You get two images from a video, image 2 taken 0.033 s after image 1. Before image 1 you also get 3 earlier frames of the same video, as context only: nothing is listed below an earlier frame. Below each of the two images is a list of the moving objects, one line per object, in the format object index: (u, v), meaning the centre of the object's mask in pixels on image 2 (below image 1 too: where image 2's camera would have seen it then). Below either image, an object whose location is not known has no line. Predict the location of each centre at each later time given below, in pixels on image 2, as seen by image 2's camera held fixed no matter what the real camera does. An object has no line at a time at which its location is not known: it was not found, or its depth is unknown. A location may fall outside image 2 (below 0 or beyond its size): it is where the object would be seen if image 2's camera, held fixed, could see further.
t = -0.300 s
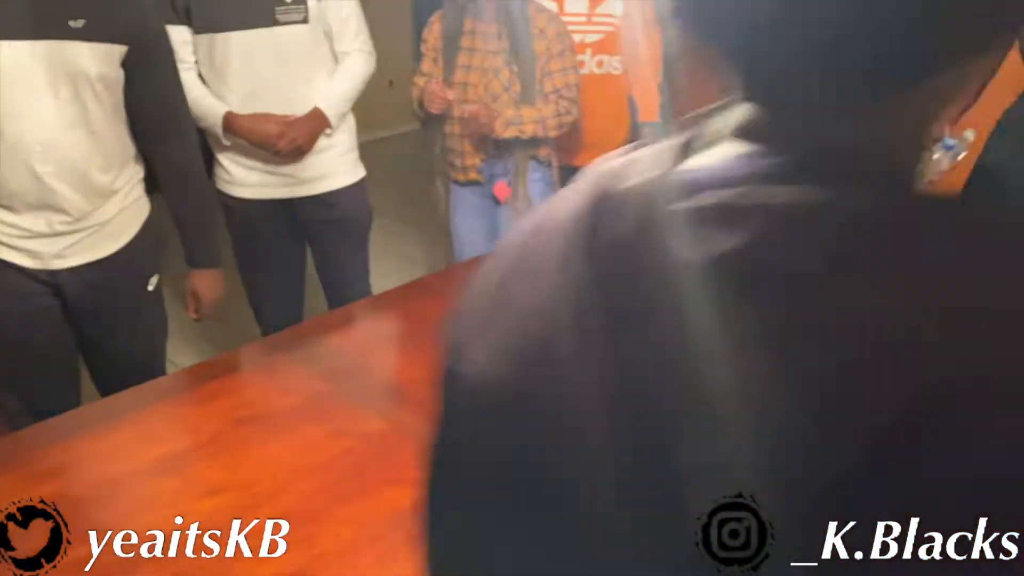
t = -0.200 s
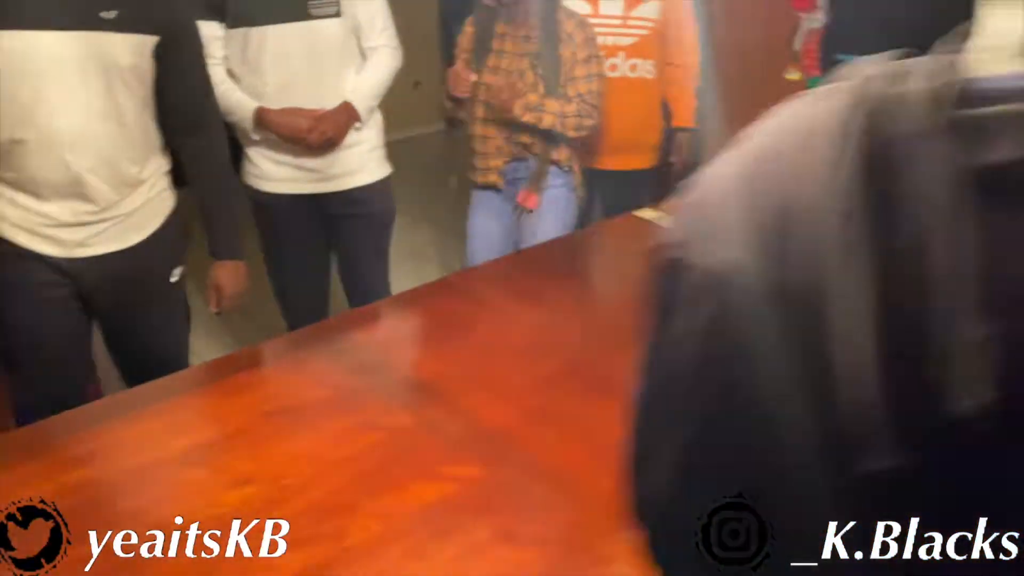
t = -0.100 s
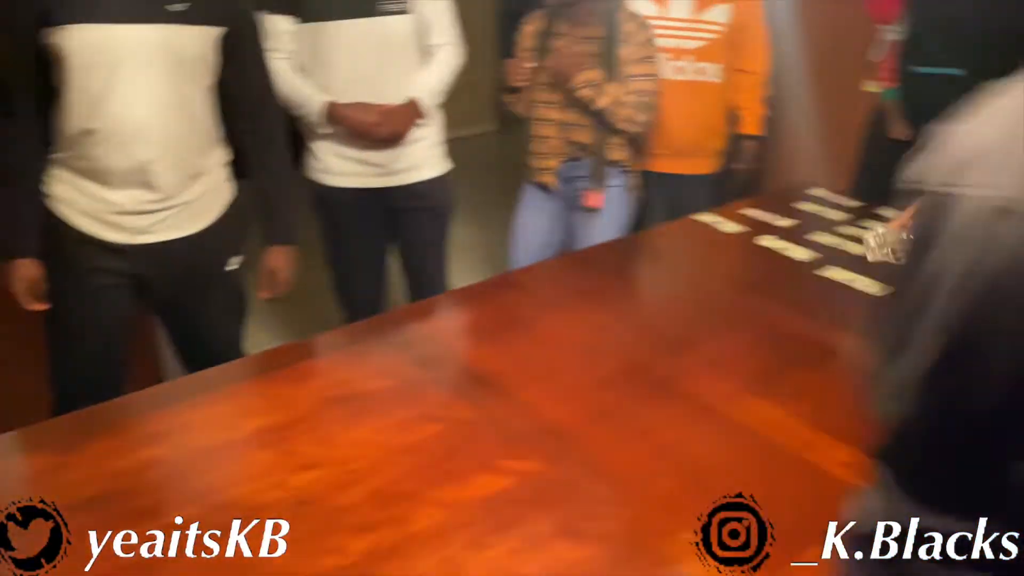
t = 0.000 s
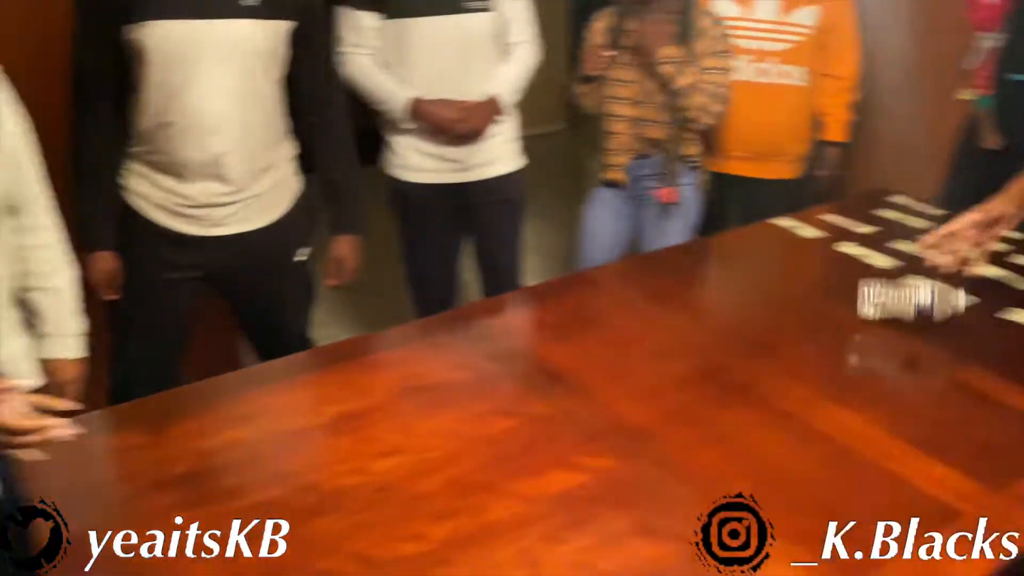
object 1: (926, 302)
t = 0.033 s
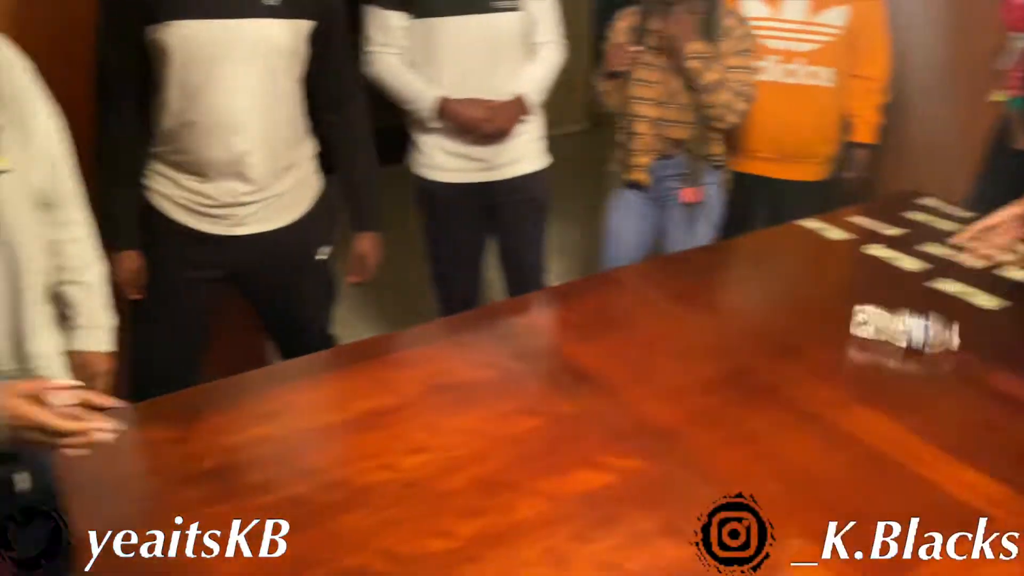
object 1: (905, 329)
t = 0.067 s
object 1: (888, 334)
